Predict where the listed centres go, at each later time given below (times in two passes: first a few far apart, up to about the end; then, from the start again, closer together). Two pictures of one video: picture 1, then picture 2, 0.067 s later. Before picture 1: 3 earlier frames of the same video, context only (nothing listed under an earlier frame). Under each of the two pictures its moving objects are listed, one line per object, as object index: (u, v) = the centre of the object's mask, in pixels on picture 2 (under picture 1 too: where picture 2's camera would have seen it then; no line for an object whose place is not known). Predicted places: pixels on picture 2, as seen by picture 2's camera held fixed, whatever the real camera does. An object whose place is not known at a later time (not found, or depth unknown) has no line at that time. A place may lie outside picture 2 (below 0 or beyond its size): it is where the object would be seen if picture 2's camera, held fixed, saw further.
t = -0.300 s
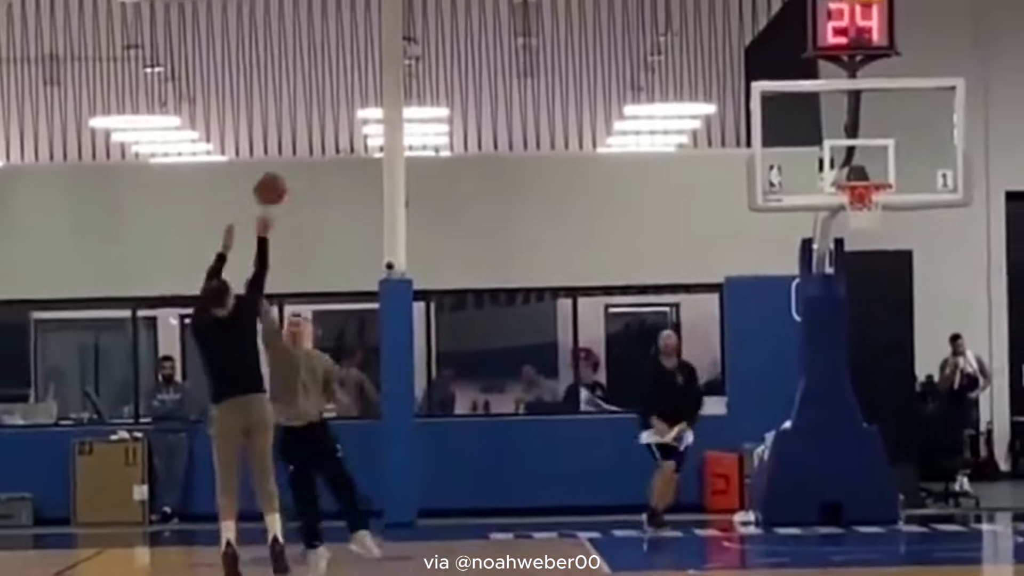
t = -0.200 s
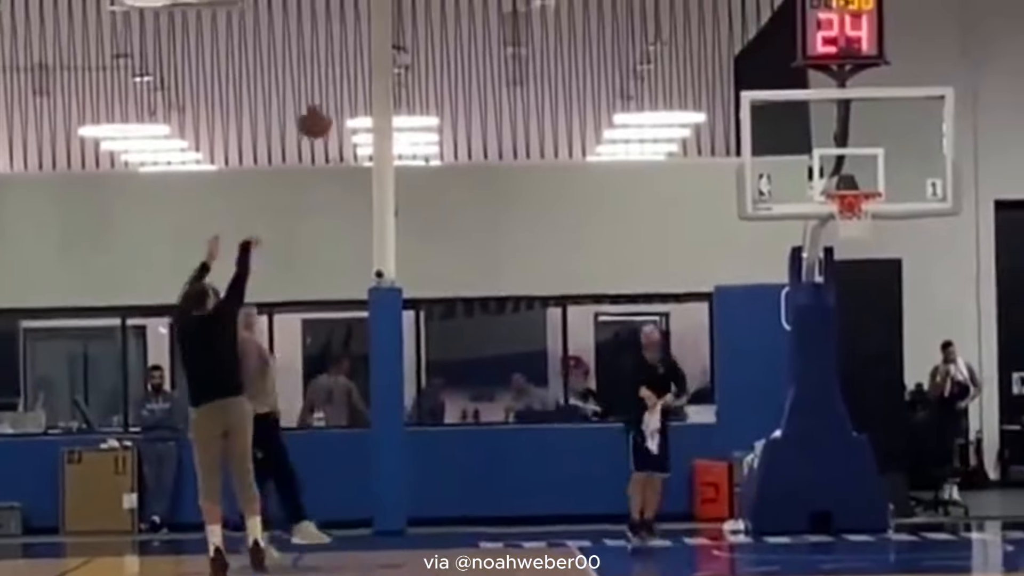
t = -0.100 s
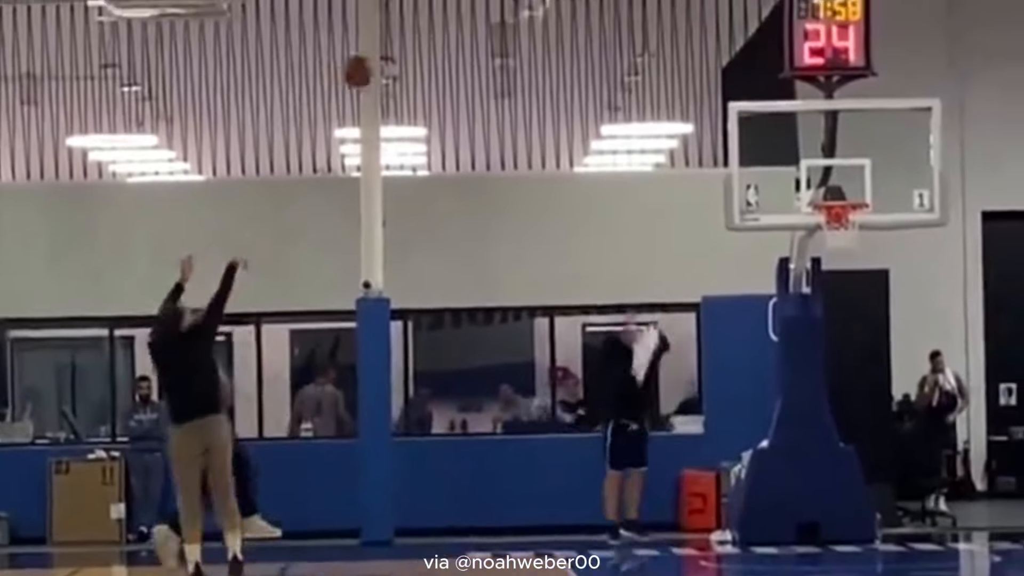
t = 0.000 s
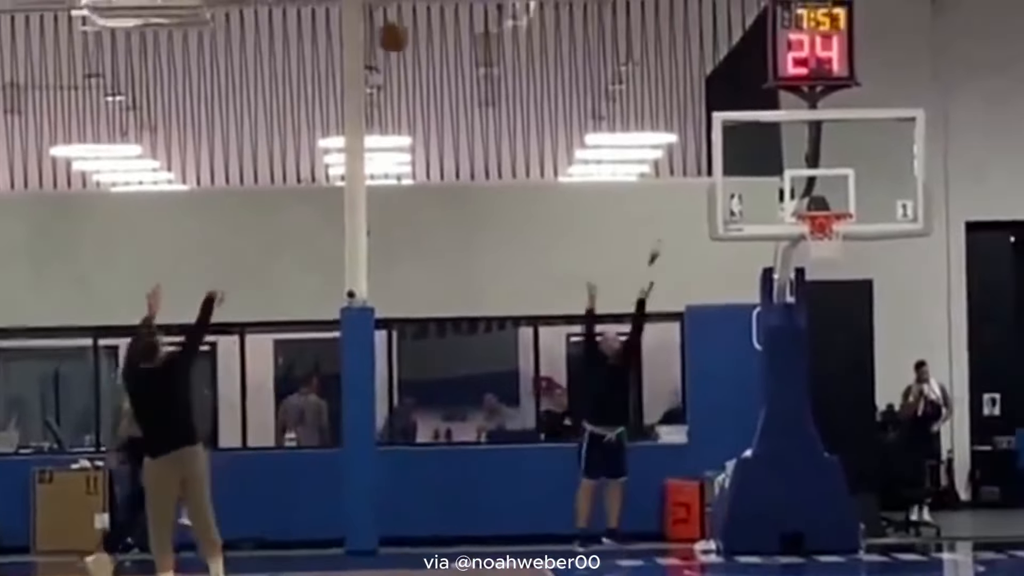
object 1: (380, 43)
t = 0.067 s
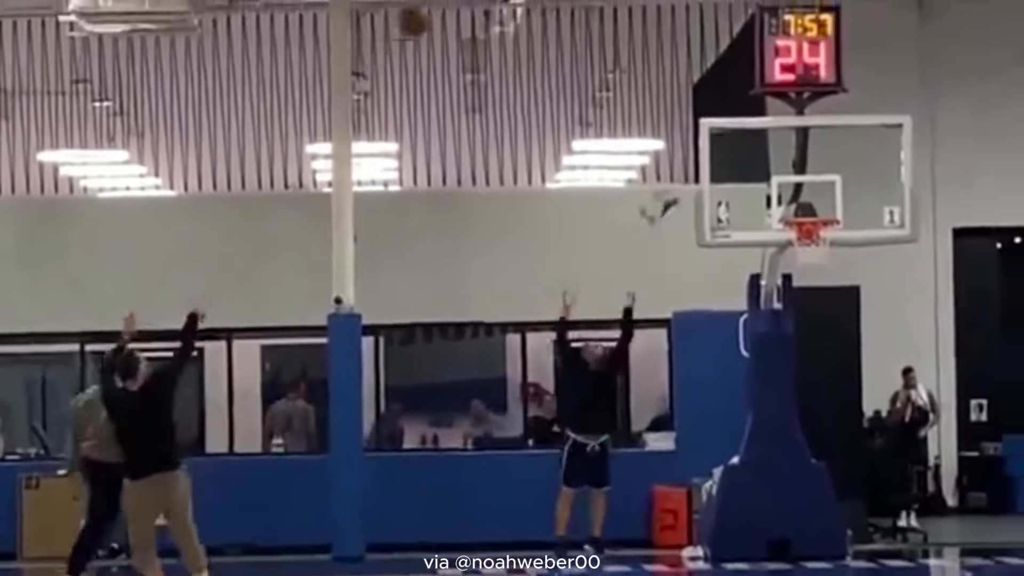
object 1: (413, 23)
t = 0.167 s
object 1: (464, 2)
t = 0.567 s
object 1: (643, 35)
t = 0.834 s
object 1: (750, 151)
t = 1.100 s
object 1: (751, 147)
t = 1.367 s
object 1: (699, 113)
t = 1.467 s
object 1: (679, 121)
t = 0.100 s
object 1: (429, 13)
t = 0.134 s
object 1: (446, 7)
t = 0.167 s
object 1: (464, 2)
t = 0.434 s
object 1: (584, 2)
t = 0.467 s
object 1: (599, 7)
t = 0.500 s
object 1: (614, 14)
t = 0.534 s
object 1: (627, 24)
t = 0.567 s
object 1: (643, 35)
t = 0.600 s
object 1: (656, 46)
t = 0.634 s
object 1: (670, 56)
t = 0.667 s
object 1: (682, 68)
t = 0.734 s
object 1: (710, 99)
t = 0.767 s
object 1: (724, 117)
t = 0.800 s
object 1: (739, 133)
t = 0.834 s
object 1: (750, 151)
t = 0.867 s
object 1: (761, 173)
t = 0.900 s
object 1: (775, 194)
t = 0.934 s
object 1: (786, 209)
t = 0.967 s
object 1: (778, 196)
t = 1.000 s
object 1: (772, 183)
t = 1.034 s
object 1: (764, 170)
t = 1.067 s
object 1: (757, 158)
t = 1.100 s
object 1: (751, 147)
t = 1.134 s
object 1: (744, 139)
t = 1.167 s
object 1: (737, 131)
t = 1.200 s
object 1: (731, 124)
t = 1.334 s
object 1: (704, 114)
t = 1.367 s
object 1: (699, 113)
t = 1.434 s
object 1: (685, 116)
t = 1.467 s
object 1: (679, 121)
